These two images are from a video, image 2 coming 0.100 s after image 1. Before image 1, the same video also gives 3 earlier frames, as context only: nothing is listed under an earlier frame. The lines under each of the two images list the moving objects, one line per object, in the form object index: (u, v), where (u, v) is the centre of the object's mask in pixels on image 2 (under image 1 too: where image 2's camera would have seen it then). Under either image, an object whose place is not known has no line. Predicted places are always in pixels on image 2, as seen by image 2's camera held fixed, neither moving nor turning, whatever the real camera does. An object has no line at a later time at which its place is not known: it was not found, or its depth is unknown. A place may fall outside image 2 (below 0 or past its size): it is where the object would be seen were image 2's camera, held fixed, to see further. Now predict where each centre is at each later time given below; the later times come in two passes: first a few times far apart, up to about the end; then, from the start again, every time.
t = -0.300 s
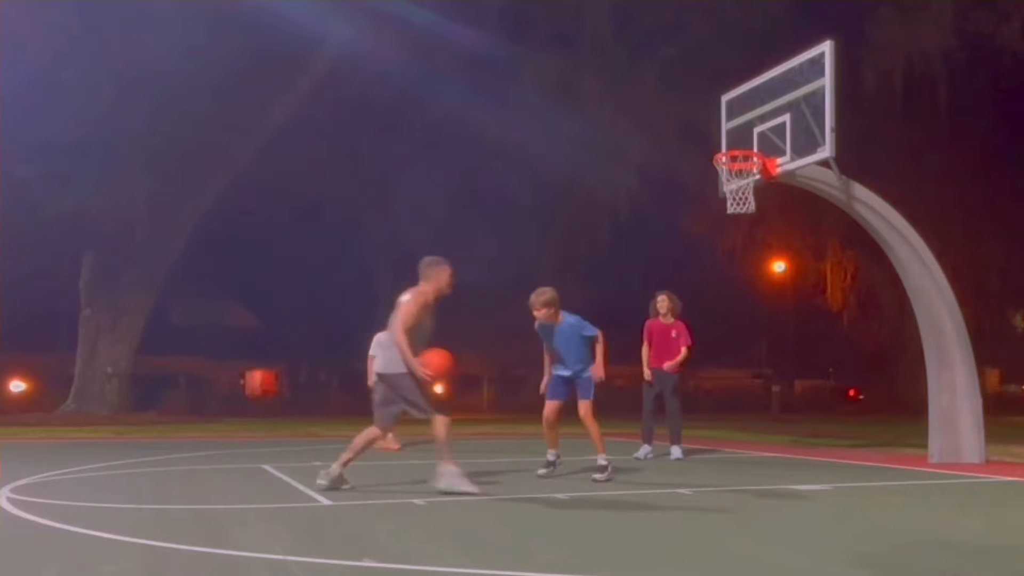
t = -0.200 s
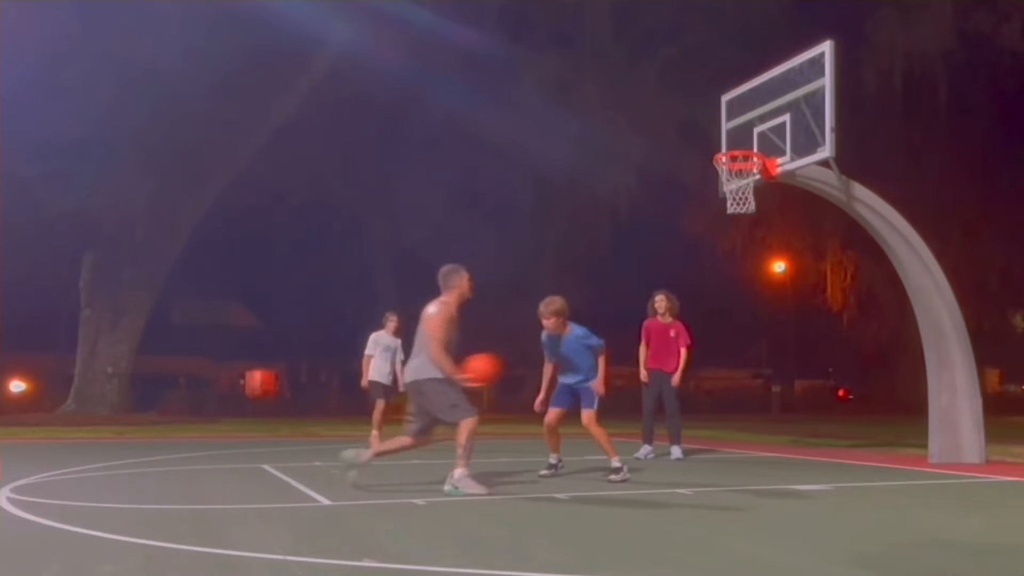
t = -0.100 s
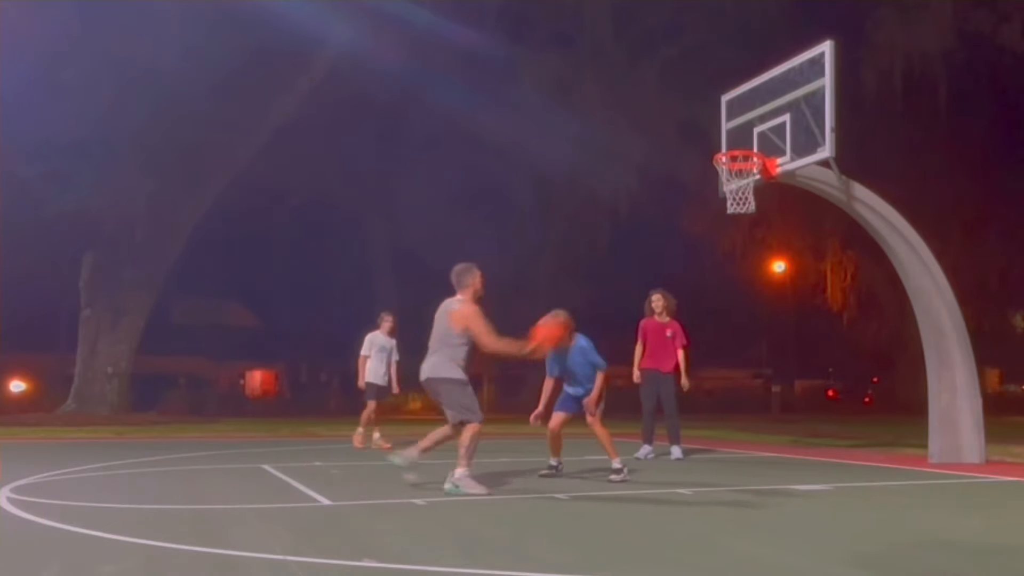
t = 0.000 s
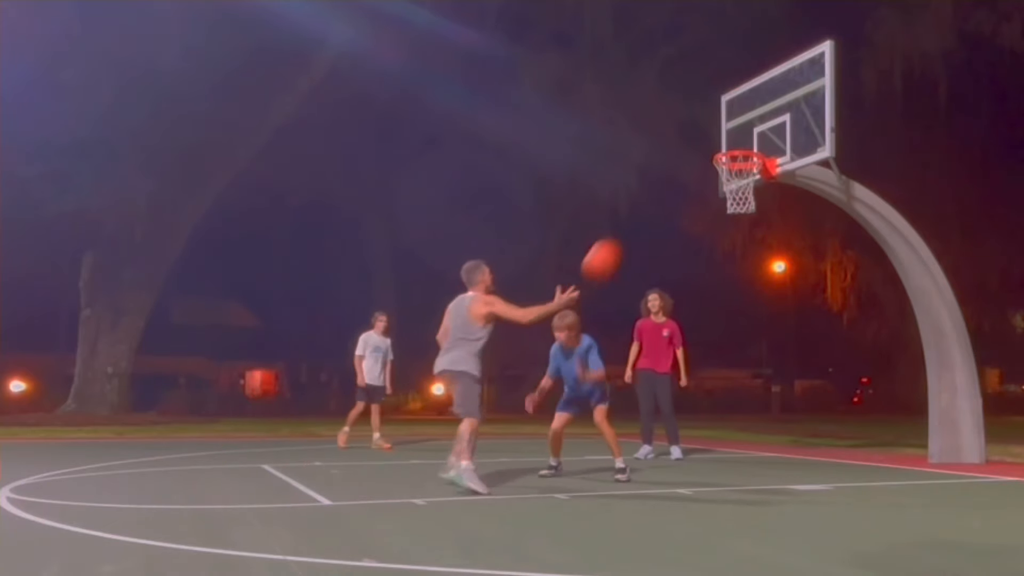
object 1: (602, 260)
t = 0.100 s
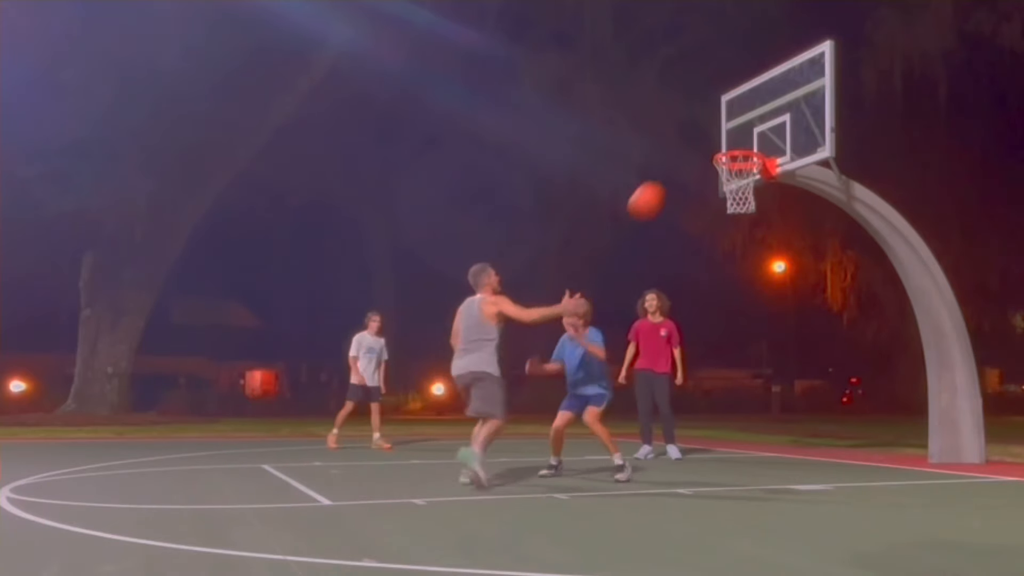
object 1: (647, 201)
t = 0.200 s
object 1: (688, 158)
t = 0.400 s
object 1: (757, 117)
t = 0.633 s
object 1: (734, 103)
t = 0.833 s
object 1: (653, 122)
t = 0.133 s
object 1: (661, 185)
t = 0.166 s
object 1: (675, 171)
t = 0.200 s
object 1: (688, 158)
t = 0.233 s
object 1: (700, 148)
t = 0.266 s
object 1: (710, 139)
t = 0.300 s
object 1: (722, 132)
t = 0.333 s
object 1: (737, 124)
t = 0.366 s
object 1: (746, 121)
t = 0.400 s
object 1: (757, 117)
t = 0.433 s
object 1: (768, 115)
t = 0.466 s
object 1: (779, 114)
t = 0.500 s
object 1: (786, 114)
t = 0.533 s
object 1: (773, 109)
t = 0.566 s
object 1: (759, 106)
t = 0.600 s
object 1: (746, 104)
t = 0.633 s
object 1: (734, 103)
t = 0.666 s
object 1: (718, 104)
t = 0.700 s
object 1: (706, 106)
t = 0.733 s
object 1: (693, 108)
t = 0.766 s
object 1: (680, 111)
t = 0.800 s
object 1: (666, 116)
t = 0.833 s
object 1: (653, 122)
